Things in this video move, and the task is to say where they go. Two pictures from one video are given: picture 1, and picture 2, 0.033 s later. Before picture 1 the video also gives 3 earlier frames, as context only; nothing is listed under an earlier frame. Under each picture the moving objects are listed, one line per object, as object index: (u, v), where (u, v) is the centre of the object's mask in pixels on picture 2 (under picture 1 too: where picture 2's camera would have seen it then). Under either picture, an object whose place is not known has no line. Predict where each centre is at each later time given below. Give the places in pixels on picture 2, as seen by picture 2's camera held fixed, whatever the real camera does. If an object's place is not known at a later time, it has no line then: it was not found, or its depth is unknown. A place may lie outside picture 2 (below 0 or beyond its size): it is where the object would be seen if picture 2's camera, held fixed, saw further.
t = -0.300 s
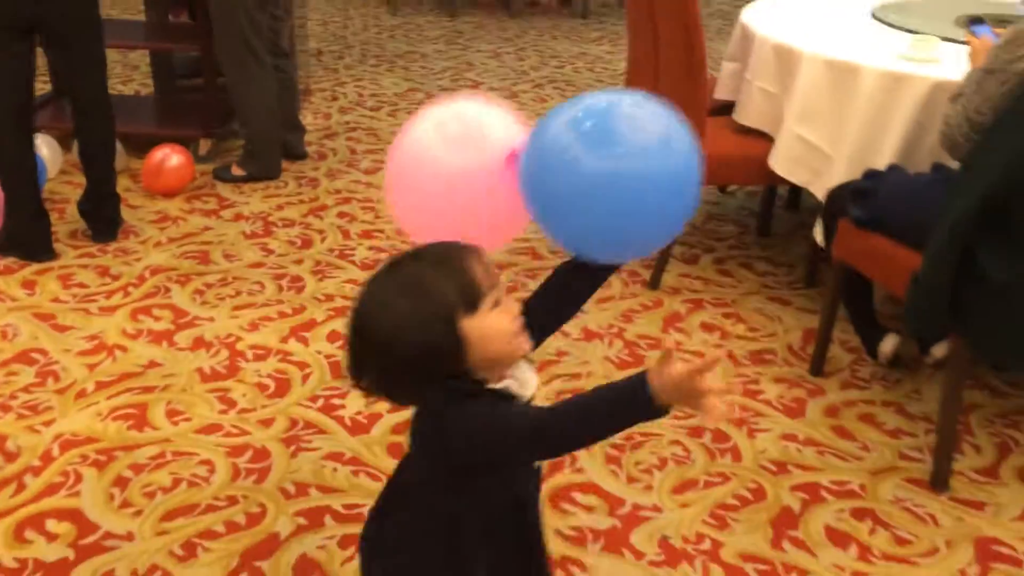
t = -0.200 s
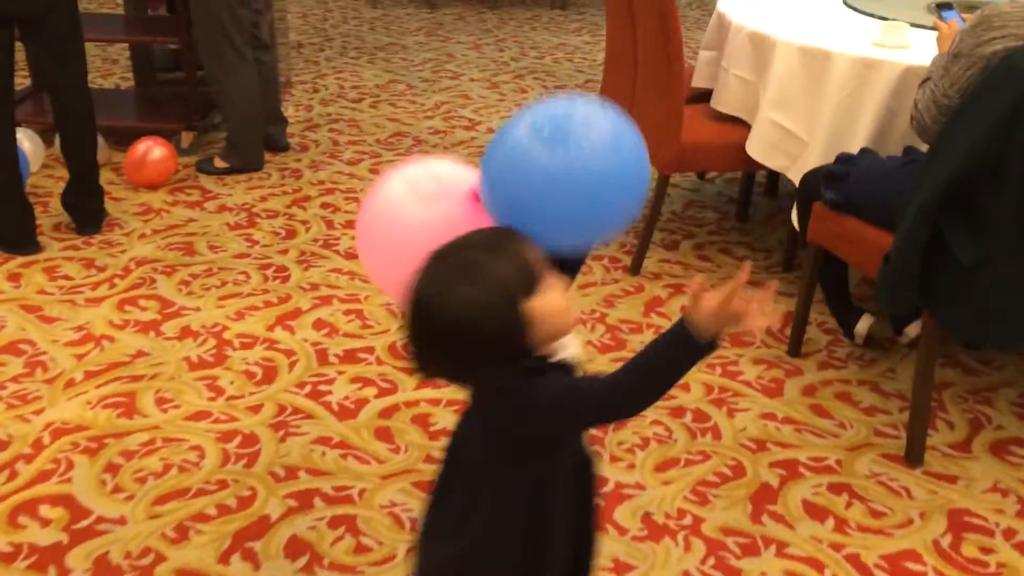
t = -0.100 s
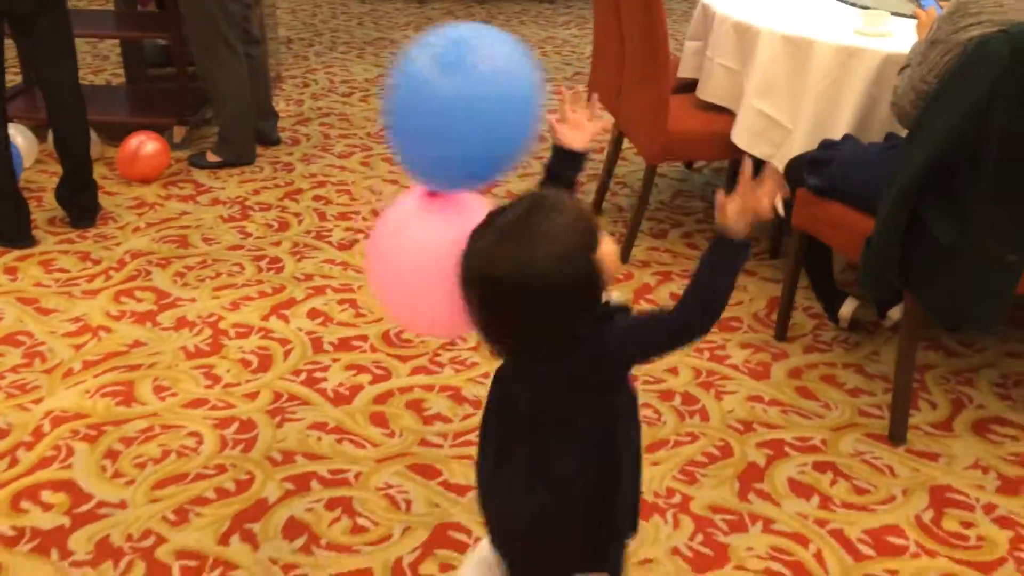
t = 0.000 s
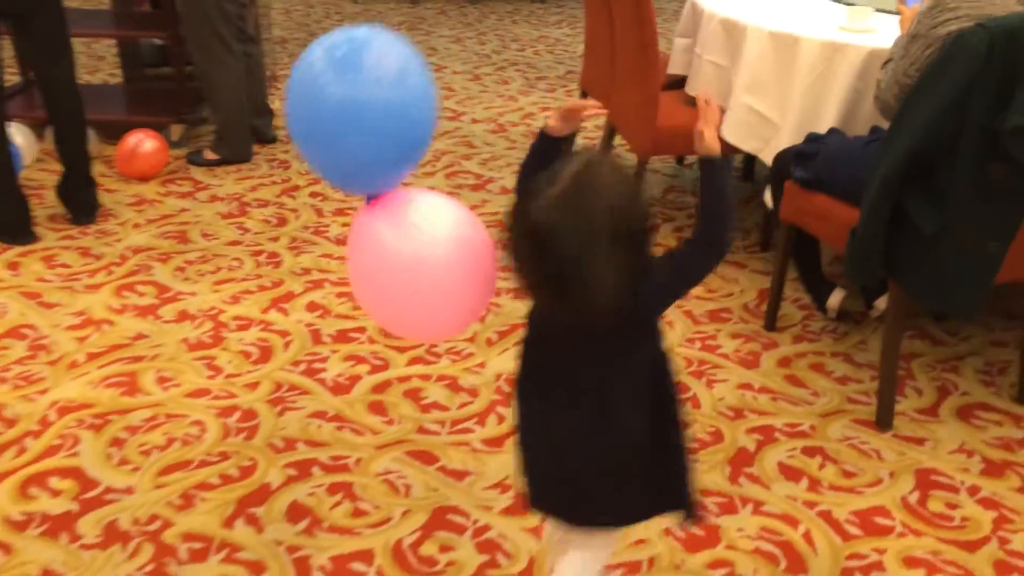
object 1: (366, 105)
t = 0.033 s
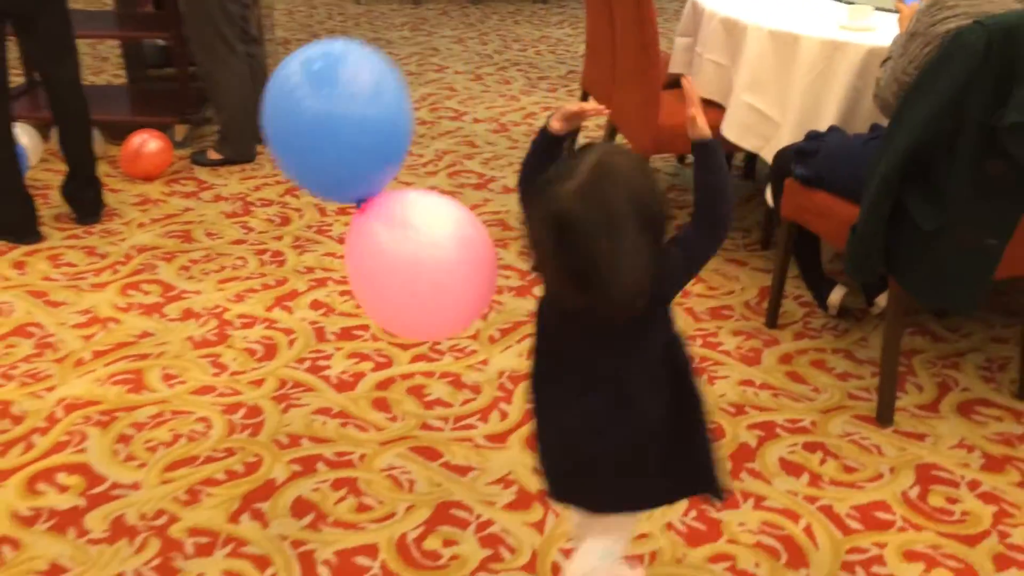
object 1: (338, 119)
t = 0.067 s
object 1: (312, 134)
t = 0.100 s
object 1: (291, 152)
